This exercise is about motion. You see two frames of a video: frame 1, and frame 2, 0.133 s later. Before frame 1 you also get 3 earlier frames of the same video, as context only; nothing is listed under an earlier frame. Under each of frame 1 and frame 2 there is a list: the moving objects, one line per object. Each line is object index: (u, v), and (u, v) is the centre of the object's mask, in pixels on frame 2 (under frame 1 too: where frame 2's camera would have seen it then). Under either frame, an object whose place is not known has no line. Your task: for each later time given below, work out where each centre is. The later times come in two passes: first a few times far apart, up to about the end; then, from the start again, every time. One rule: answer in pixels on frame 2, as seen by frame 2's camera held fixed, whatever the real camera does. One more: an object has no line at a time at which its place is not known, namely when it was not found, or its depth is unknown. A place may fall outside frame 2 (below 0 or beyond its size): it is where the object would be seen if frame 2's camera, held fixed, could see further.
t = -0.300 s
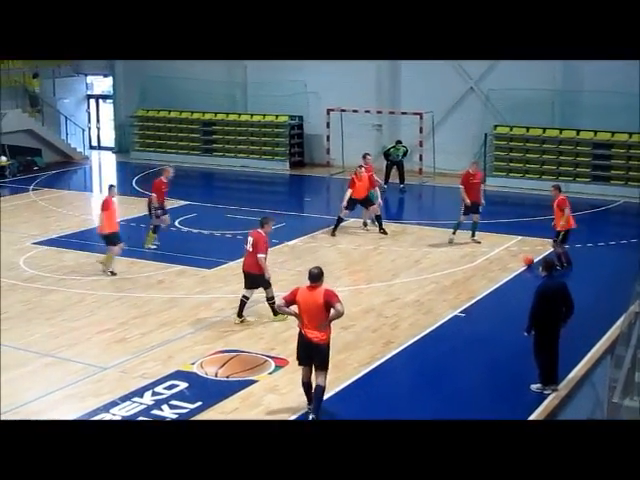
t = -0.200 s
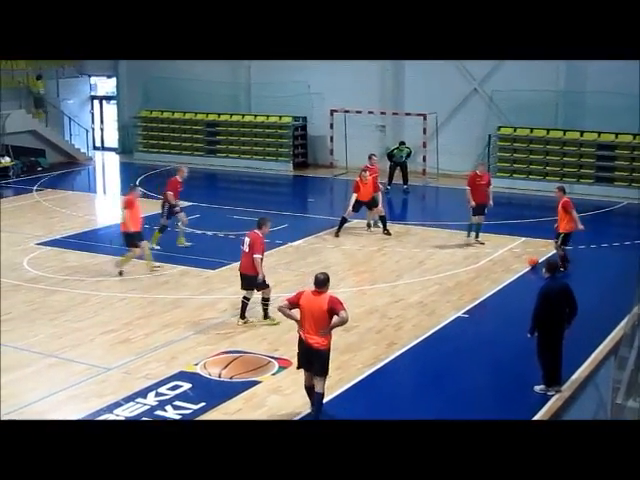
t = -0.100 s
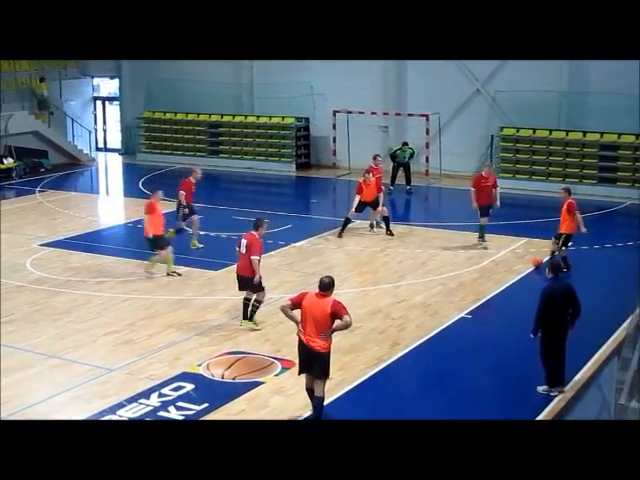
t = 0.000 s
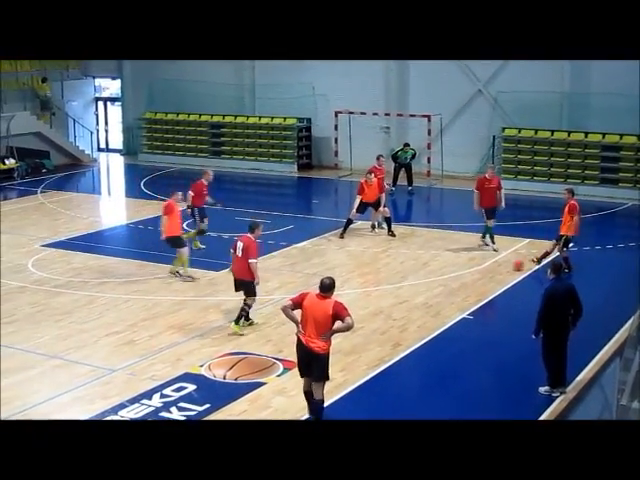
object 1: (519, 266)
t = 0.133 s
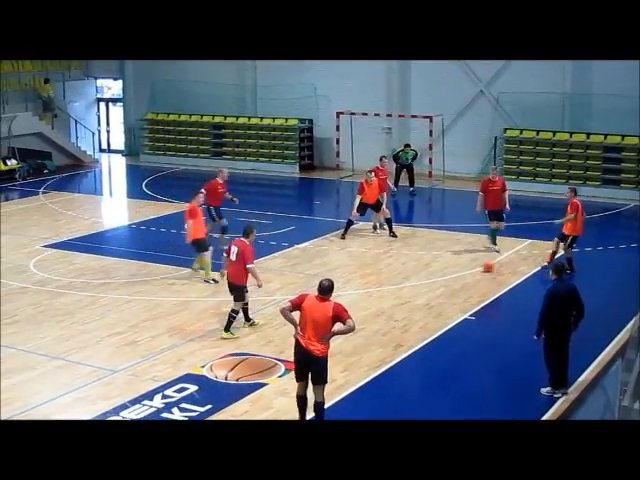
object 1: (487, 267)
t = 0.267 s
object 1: (458, 268)
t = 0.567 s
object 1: (406, 269)
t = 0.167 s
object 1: (480, 267)
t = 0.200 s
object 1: (473, 268)
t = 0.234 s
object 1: (465, 267)
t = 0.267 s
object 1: (458, 268)
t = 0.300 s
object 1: (452, 268)
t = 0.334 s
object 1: (447, 268)
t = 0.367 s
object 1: (441, 269)
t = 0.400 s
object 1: (435, 268)
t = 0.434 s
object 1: (429, 268)
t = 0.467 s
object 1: (423, 268)
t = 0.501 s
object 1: (418, 268)
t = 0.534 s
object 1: (412, 268)
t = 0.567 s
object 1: (406, 269)
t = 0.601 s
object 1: (401, 269)
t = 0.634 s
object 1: (395, 269)
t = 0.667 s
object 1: (389, 269)
